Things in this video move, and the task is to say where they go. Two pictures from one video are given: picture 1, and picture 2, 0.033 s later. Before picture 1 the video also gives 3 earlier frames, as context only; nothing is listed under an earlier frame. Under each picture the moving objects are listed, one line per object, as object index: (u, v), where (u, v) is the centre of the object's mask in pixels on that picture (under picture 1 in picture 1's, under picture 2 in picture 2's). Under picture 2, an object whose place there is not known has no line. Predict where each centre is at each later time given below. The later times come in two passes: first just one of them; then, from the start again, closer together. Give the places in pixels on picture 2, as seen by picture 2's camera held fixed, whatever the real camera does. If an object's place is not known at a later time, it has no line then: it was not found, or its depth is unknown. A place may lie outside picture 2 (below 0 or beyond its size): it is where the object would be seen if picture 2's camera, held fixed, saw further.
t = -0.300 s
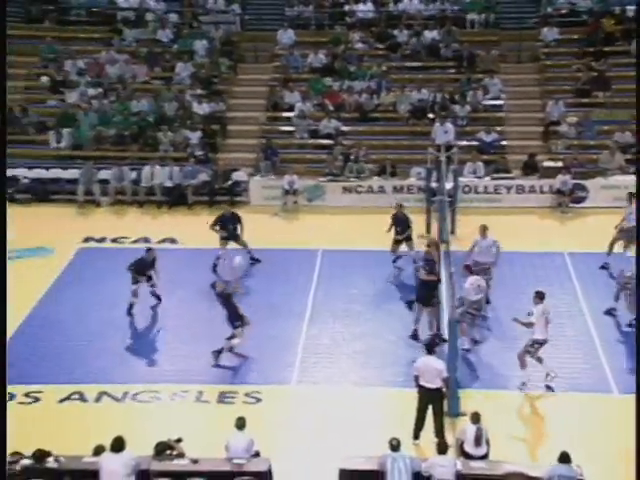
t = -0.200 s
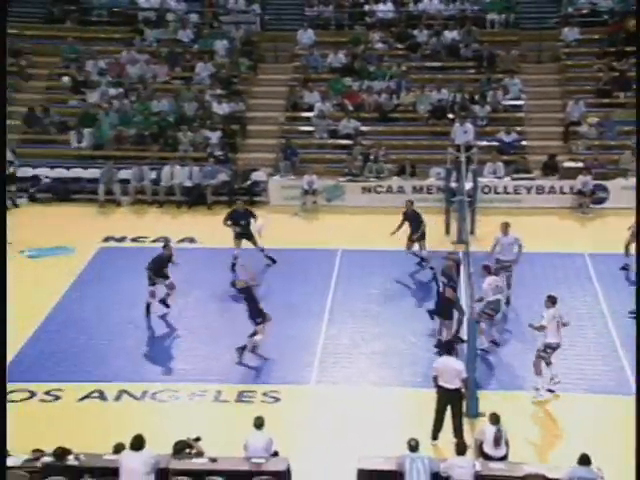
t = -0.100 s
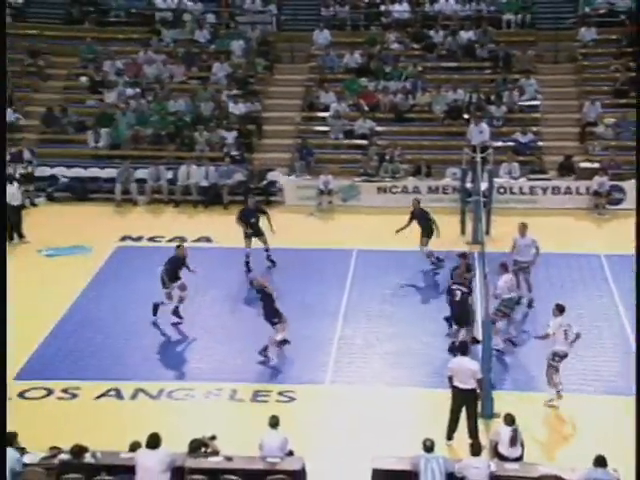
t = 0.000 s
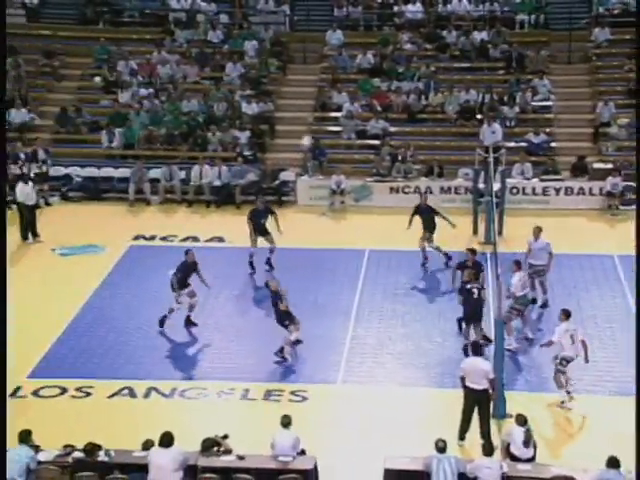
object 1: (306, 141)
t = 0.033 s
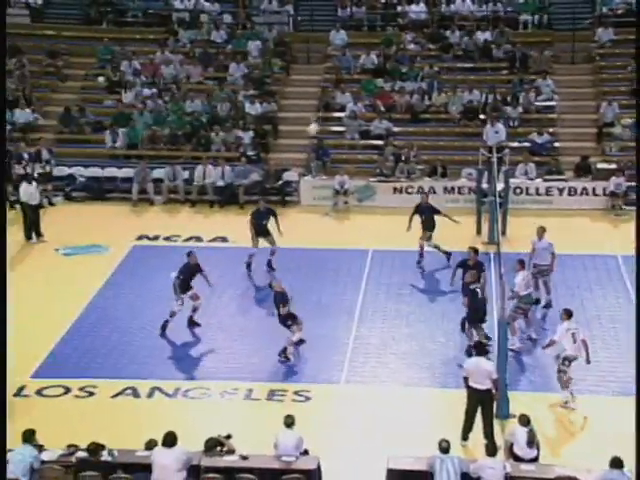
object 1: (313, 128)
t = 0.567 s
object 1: (368, 12)
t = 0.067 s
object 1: (316, 117)
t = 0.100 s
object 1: (320, 106)
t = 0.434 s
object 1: (355, 26)
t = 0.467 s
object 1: (358, 22)
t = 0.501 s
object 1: (362, 18)
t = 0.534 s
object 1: (365, 15)
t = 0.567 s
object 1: (368, 12)
